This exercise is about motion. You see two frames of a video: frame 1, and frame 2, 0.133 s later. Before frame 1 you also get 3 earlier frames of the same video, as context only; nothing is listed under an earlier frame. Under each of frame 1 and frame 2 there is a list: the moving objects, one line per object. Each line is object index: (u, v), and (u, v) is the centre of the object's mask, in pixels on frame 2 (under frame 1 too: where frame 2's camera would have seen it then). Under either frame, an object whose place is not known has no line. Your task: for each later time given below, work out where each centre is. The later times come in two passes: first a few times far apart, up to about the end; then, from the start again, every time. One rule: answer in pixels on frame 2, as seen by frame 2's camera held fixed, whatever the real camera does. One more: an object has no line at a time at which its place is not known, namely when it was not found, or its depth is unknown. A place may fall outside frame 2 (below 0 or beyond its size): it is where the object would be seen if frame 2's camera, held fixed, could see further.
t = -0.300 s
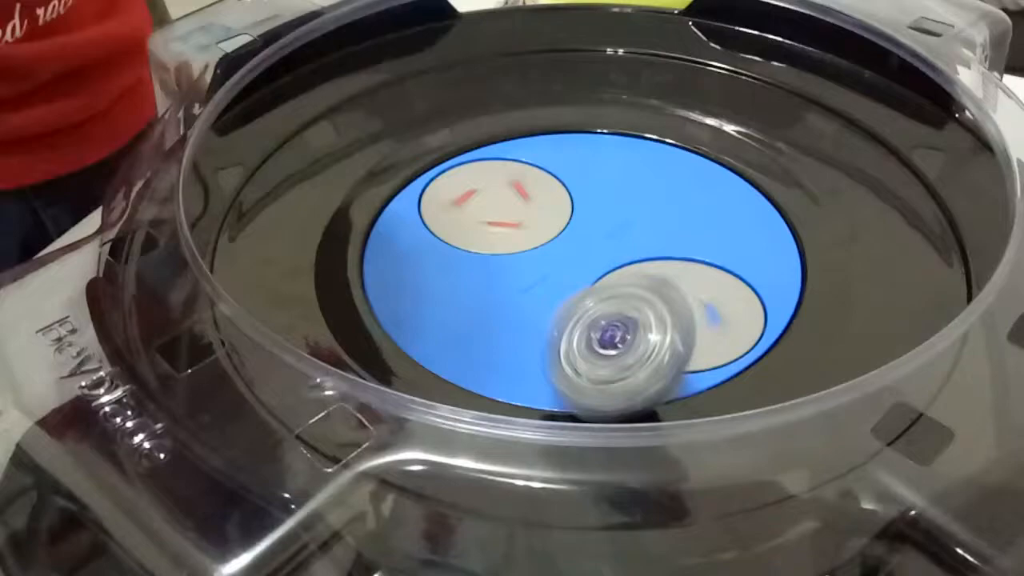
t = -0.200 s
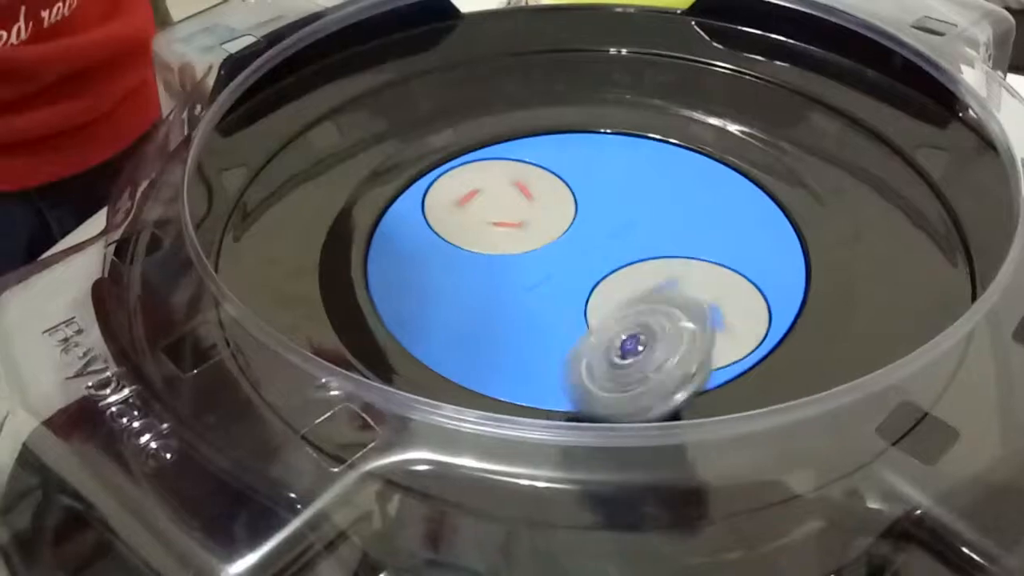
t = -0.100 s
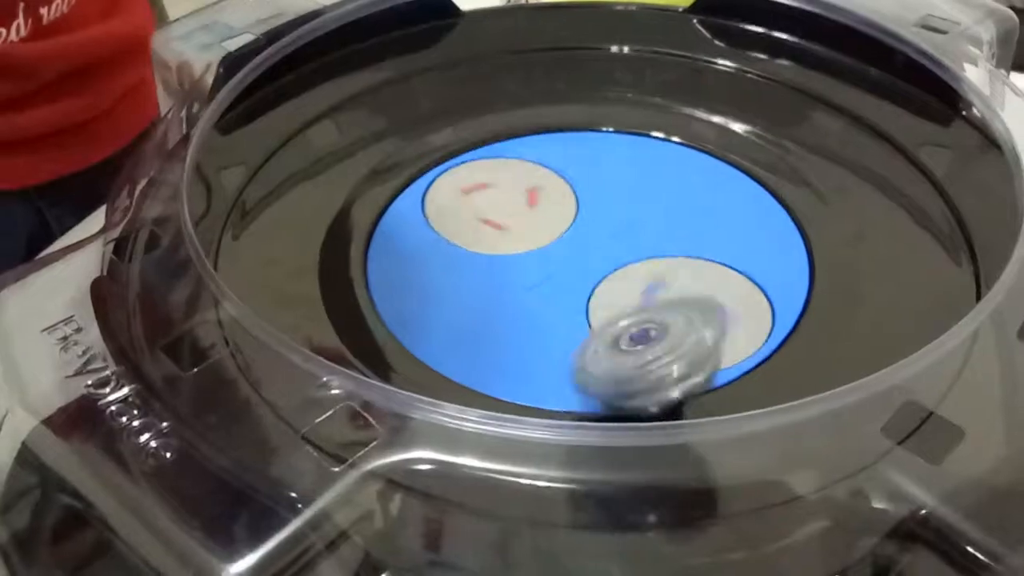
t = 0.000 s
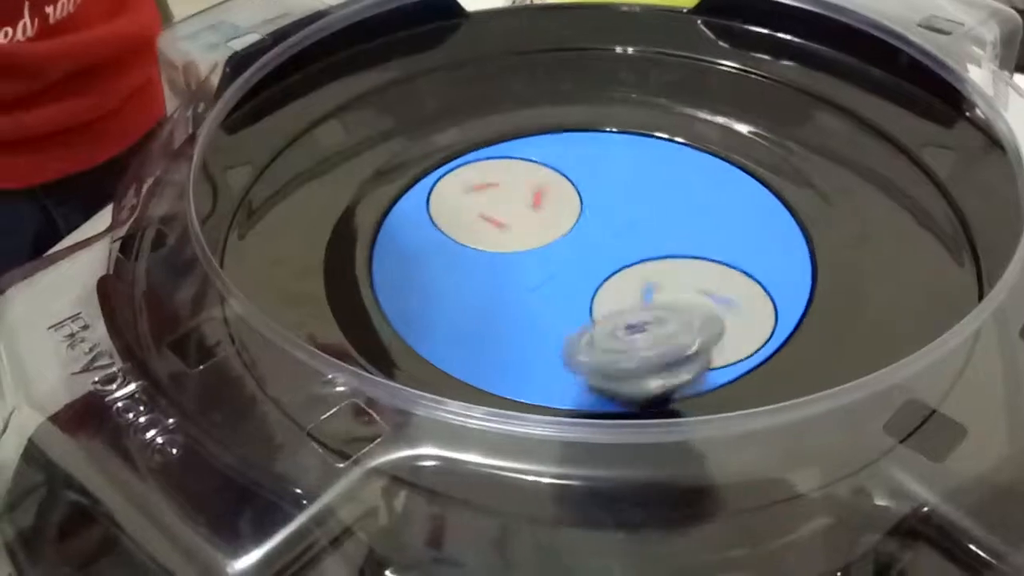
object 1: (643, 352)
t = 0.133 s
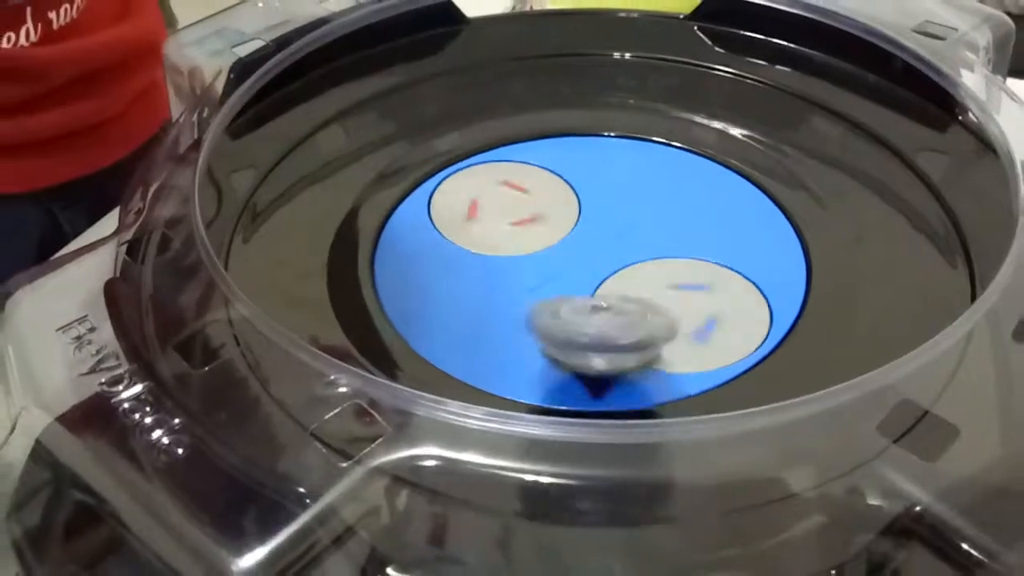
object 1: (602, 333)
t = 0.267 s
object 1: (539, 301)
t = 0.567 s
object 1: (482, 203)
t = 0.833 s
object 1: (465, 133)
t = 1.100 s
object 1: (630, 143)
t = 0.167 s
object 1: (587, 325)
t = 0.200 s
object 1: (571, 318)
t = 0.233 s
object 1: (556, 310)
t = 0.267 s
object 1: (539, 301)
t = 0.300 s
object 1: (525, 292)
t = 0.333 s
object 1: (512, 281)
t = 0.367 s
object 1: (500, 269)
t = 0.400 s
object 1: (494, 257)
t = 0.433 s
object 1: (486, 246)
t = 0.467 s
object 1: (484, 235)
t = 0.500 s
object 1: (481, 222)
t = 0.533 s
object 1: (482, 211)
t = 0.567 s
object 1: (482, 203)
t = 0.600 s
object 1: (479, 193)
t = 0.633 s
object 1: (476, 186)
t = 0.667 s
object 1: (470, 175)
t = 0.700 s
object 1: (461, 166)
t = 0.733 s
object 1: (452, 155)
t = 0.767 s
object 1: (445, 144)
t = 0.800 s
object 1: (449, 134)
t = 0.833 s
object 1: (465, 133)
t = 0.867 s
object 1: (484, 130)
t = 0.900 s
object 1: (509, 126)
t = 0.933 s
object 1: (537, 123)
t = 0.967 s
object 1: (560, 126)
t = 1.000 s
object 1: (579, 129)
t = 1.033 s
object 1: (598, 136)
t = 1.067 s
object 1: (613, 139)
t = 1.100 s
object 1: (630, 143)
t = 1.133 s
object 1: (644, 149)
